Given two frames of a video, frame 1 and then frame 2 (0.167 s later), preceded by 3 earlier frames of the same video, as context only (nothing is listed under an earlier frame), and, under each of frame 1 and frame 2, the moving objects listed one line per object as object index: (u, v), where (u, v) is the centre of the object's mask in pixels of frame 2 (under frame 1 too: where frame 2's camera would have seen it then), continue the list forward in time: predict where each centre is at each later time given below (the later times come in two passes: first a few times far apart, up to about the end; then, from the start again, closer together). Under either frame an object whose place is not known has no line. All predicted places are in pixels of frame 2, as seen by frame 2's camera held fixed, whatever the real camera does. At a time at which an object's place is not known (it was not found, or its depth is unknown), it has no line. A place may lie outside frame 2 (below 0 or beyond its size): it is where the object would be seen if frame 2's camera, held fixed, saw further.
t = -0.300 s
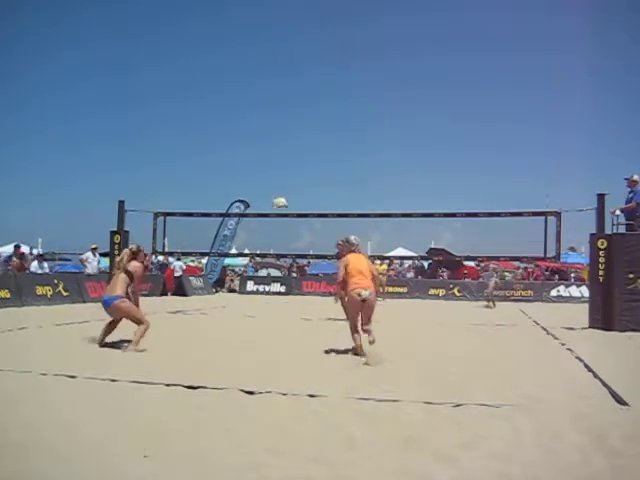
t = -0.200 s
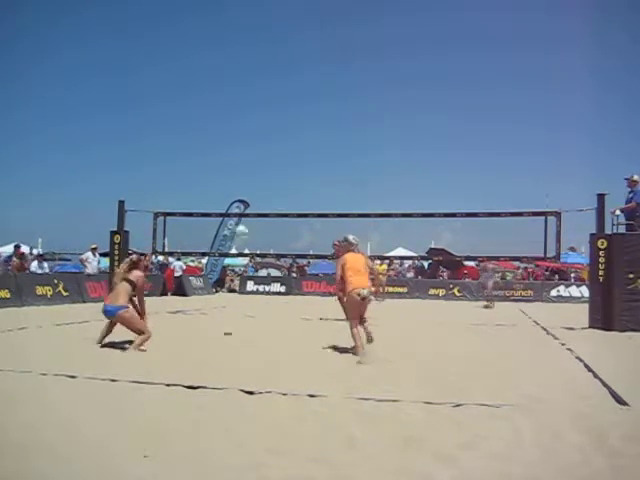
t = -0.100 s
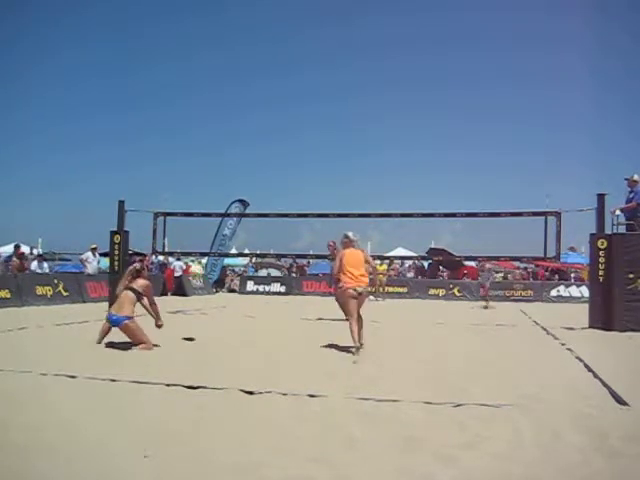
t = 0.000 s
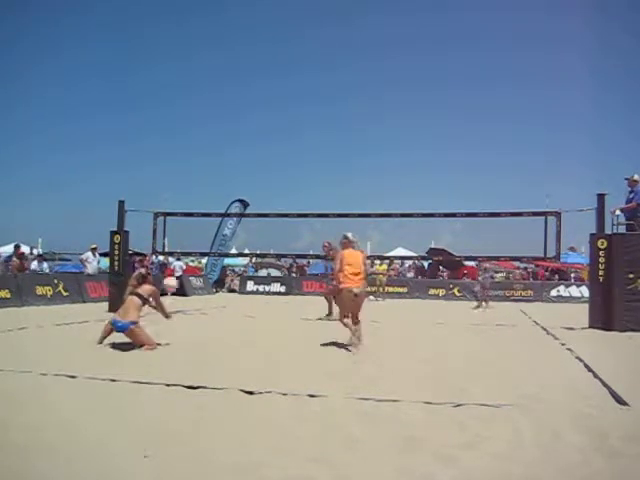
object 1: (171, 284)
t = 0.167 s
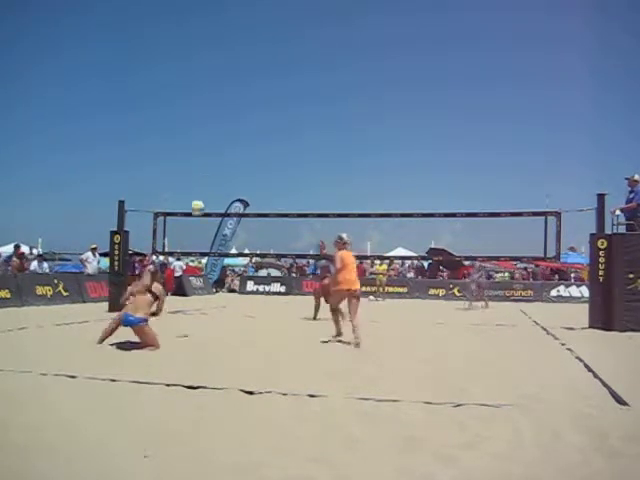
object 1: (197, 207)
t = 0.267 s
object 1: (210, 173)
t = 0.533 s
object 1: (243, 122)
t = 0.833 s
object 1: (274, 118)
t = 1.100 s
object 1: (298, 151)
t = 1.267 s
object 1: (311, 187)
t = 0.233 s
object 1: (206, 184)
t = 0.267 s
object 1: (210, 173)
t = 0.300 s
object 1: (215, 164)
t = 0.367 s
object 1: (223, 148)
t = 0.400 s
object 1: (228, 141)
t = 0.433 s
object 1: (232, 135)
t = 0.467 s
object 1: (236, 130)
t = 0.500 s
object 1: (240, 125)
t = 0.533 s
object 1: (243, 122)
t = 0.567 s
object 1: (247, 119)
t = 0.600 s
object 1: (251, 116)
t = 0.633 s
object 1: (254, 114)
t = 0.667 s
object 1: (258, 113)
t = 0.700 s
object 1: (261, 113)
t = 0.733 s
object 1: (265, 113)
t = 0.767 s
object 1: (268, 114)
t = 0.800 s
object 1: (271, 116)
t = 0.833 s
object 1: (274, 118)
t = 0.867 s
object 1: (277, 120)
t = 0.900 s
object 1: (281, 122)
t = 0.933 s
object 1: (284, 126)
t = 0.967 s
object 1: (286, 130)
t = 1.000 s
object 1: (289, 134)
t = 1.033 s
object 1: (293, 139)
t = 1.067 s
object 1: (296, 145)
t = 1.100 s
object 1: (298, 151)
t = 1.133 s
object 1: (301, 158)
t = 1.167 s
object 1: (303, 165)
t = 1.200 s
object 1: (307, 172)
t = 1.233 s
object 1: (309, 179)
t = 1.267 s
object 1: (311, 187)
